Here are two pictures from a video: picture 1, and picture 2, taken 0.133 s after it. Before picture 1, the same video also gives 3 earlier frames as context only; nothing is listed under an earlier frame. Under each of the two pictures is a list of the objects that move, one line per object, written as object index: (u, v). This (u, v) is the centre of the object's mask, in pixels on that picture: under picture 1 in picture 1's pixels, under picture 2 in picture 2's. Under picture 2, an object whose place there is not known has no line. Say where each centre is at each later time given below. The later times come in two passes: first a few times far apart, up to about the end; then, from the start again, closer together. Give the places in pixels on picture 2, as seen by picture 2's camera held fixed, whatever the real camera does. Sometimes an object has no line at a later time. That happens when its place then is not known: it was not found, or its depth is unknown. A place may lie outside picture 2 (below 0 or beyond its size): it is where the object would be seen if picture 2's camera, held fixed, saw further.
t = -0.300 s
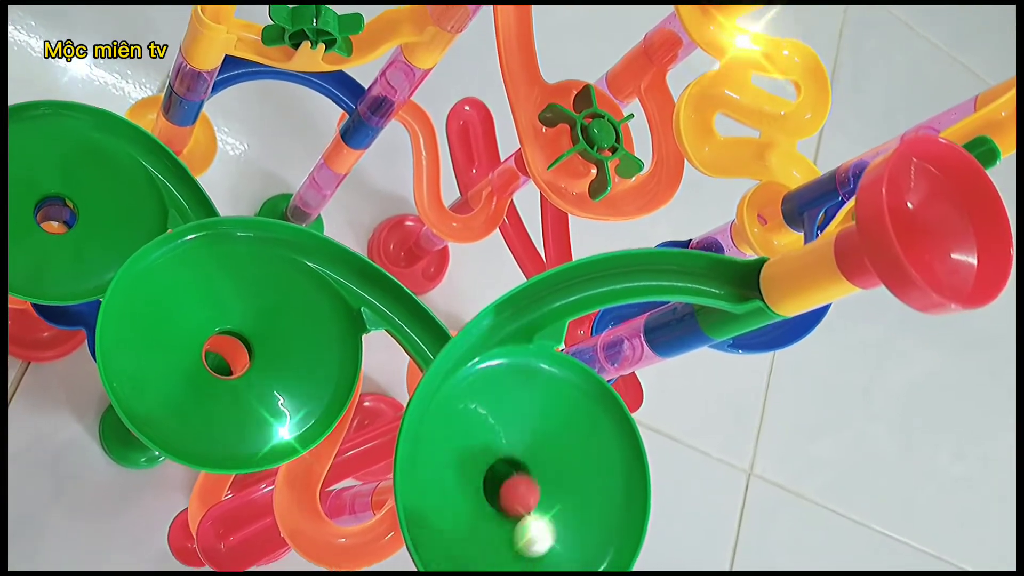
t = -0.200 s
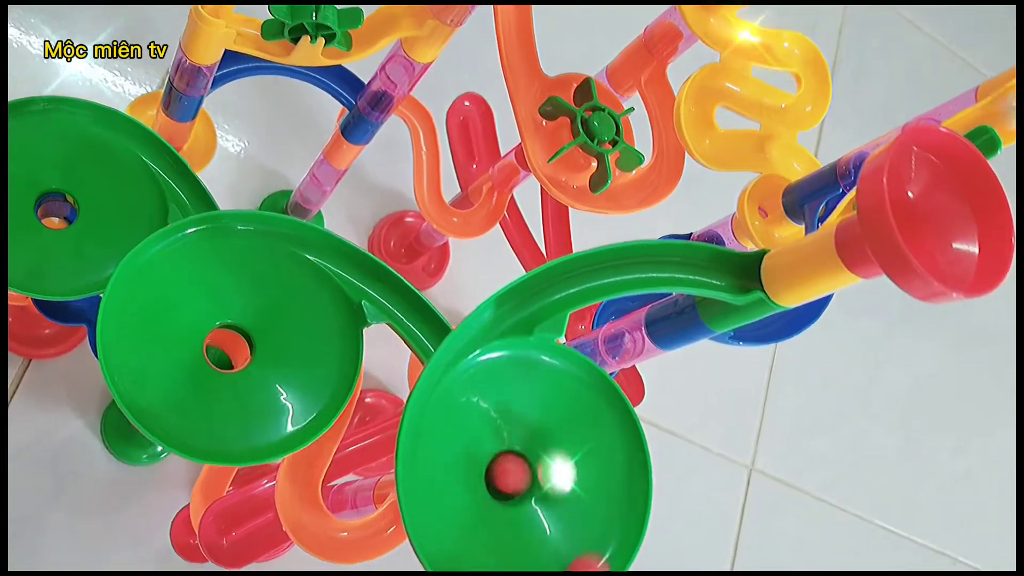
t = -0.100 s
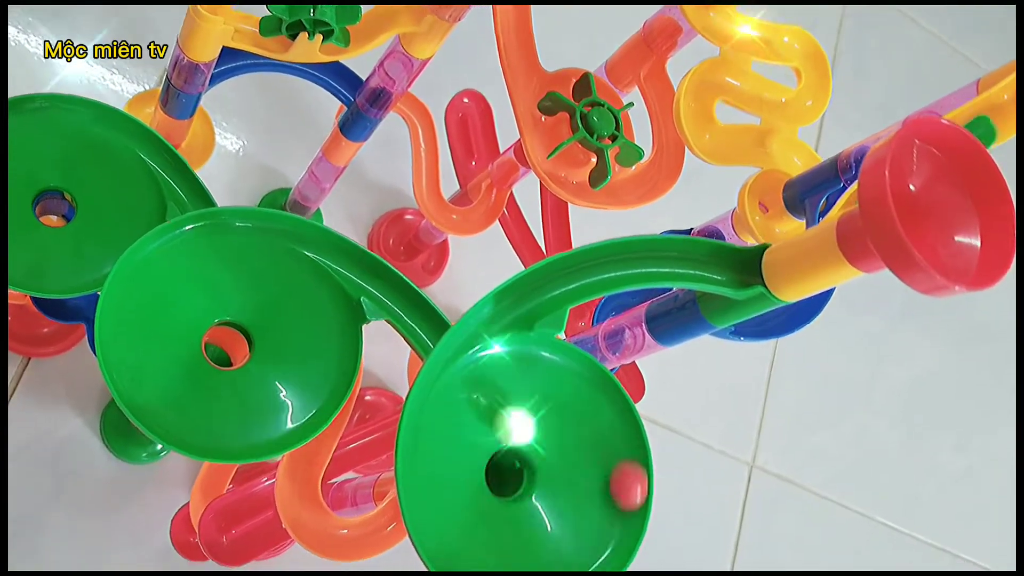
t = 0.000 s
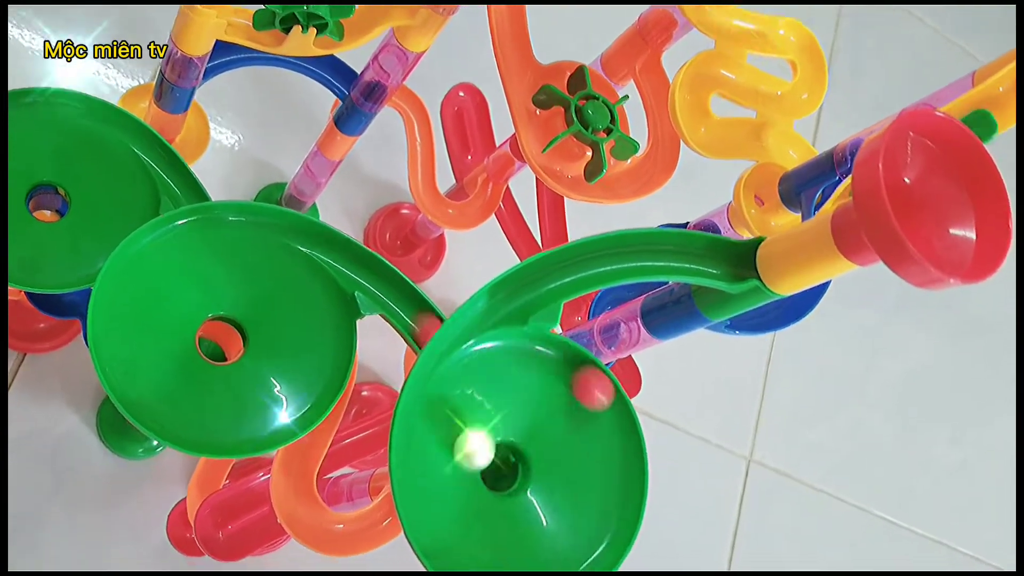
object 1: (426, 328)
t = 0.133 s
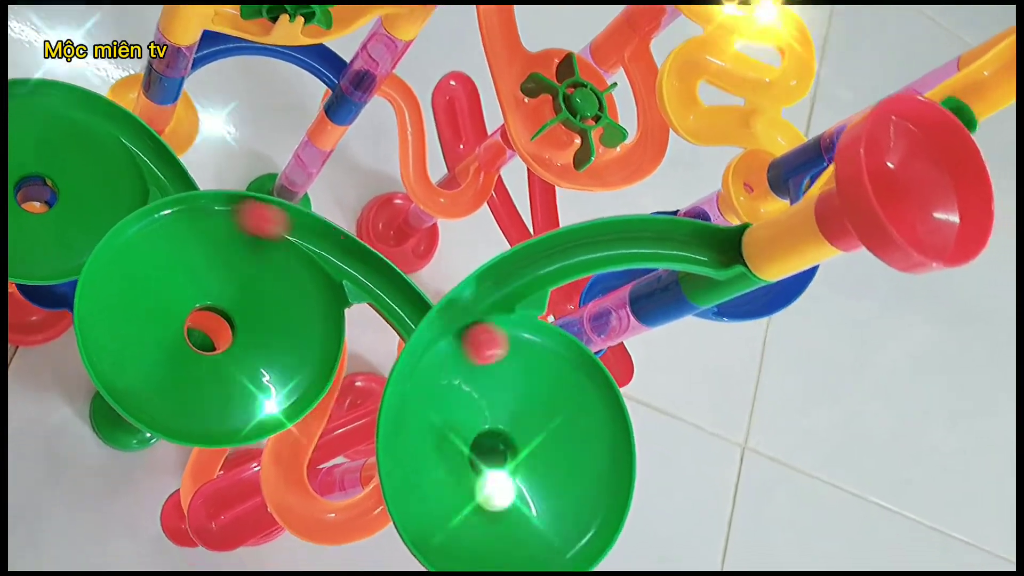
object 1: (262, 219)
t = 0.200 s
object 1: (147, 235)
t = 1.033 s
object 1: (309, 372)
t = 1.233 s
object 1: (241, 222)
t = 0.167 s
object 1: (202, 216)
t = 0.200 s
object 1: (147, 235)
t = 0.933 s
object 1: (229, 424)
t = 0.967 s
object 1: (261, 417)
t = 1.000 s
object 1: (290, 398)
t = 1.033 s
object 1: (309, 372)
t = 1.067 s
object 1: (320, 344)
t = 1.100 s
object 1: (319, 312)
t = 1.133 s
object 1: (311, 283)
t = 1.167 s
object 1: (294, 258)
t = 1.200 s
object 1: (269, 236)
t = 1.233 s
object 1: (241, 222)
